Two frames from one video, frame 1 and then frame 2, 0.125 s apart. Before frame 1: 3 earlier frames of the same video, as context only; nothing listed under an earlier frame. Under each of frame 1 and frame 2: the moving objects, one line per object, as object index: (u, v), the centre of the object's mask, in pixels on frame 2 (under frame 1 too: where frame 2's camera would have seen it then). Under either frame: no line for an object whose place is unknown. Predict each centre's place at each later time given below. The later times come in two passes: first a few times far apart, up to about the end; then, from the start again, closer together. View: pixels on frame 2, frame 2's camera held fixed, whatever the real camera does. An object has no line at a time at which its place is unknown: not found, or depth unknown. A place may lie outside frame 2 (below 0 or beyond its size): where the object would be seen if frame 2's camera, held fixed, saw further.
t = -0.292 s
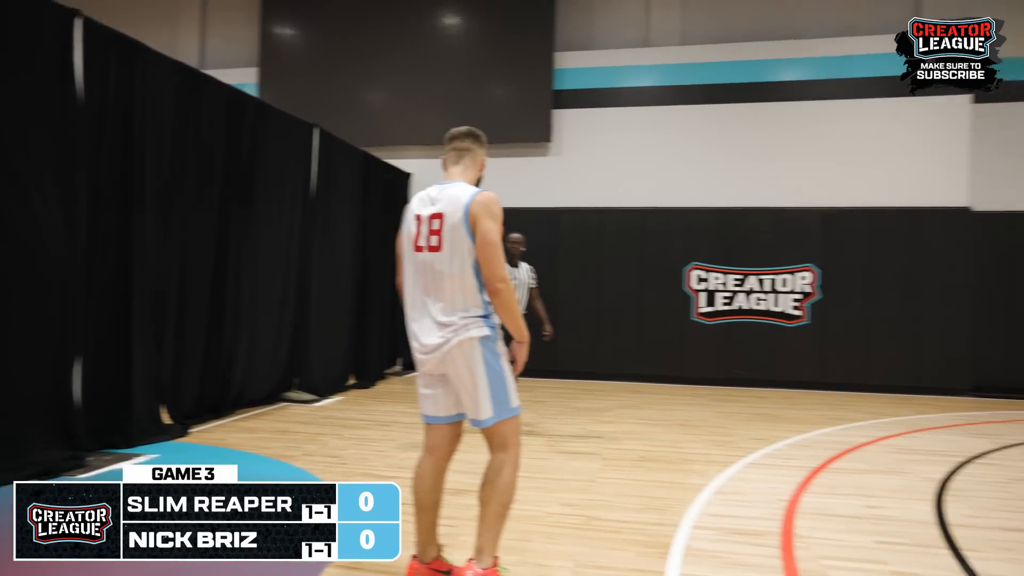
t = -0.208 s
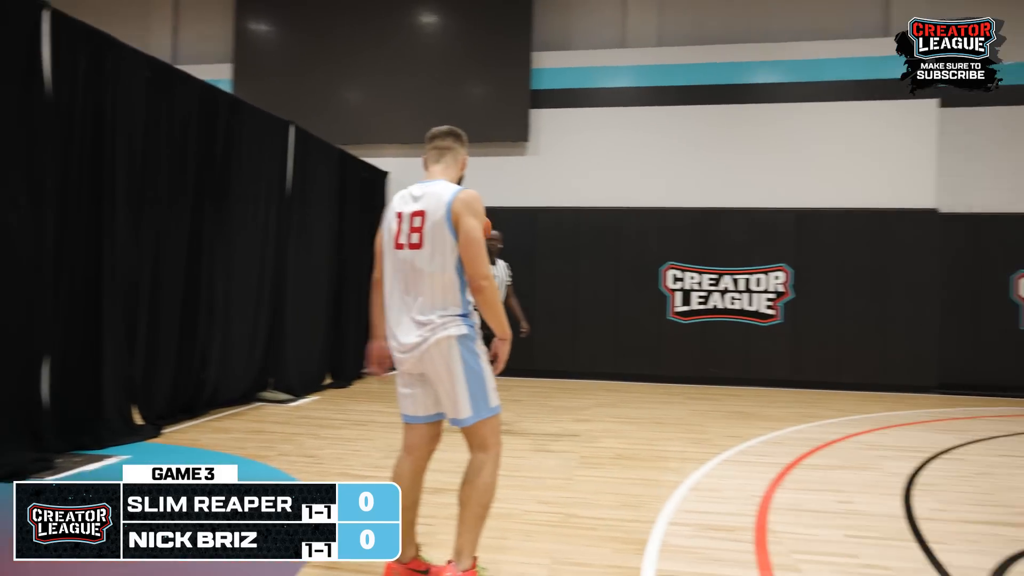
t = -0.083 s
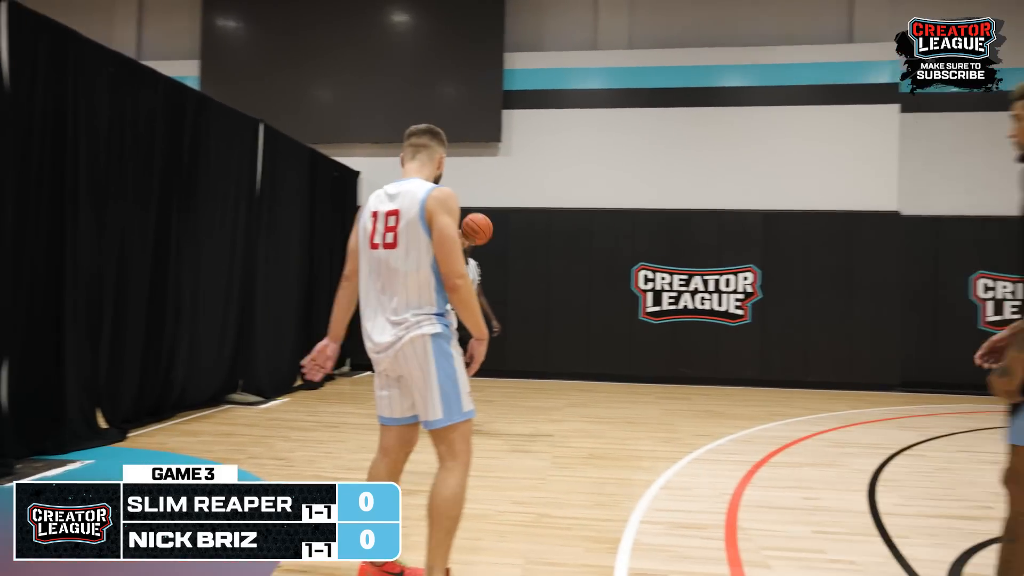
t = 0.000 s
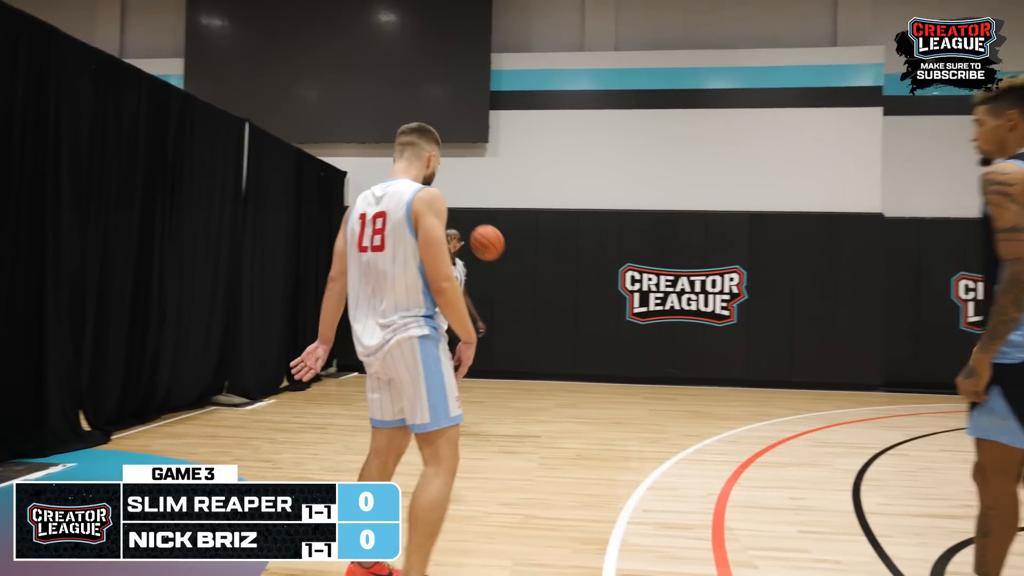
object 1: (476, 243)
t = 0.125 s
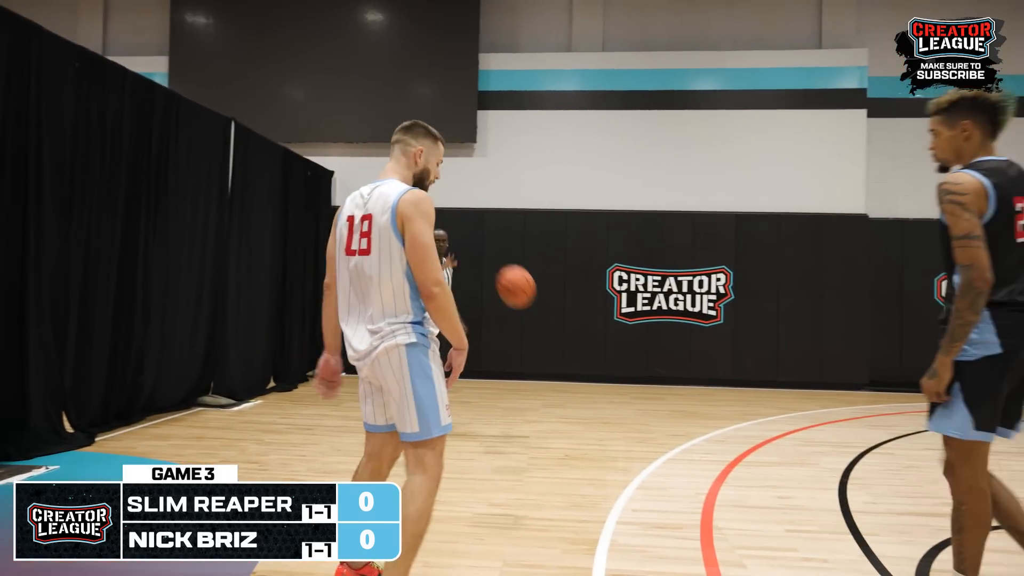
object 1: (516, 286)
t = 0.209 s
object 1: (548, 336)
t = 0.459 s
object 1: (665, 480)
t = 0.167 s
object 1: (531, 309)
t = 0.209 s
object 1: (548, 336)
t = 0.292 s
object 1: (584, 401)
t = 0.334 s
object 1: (606, 448)
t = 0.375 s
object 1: (629, 502)
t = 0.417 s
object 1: (650, 507)
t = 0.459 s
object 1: (665, 480)
